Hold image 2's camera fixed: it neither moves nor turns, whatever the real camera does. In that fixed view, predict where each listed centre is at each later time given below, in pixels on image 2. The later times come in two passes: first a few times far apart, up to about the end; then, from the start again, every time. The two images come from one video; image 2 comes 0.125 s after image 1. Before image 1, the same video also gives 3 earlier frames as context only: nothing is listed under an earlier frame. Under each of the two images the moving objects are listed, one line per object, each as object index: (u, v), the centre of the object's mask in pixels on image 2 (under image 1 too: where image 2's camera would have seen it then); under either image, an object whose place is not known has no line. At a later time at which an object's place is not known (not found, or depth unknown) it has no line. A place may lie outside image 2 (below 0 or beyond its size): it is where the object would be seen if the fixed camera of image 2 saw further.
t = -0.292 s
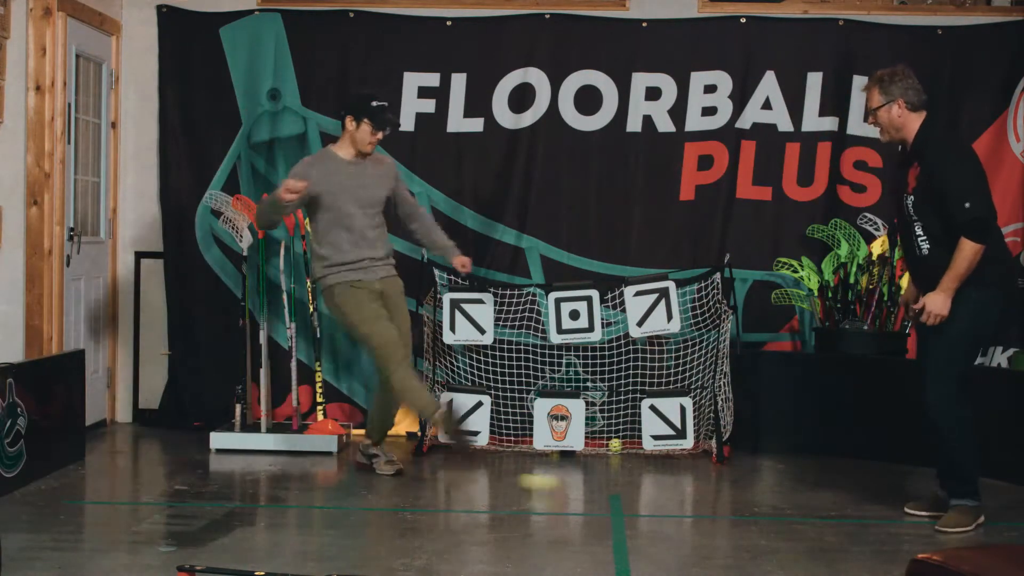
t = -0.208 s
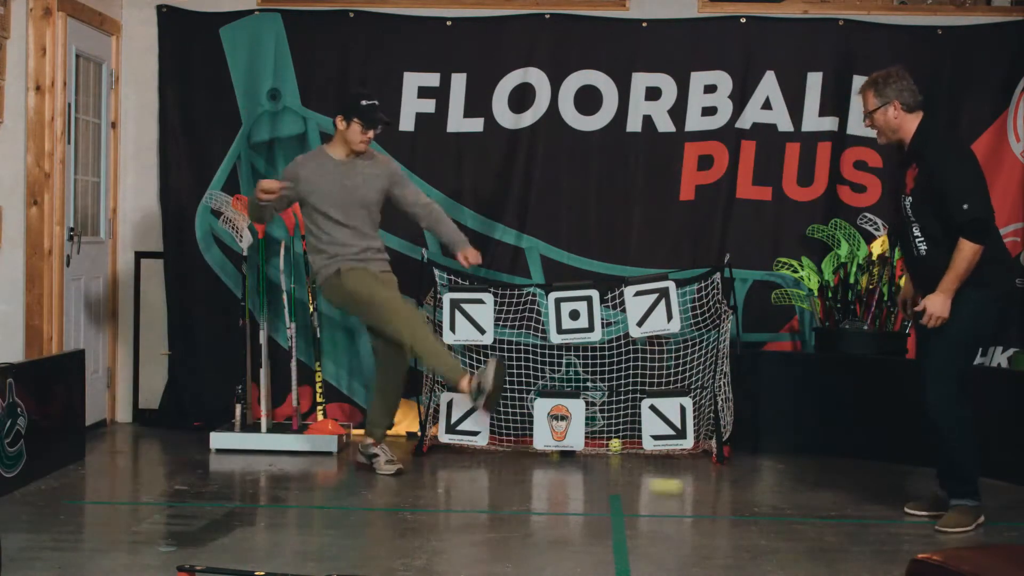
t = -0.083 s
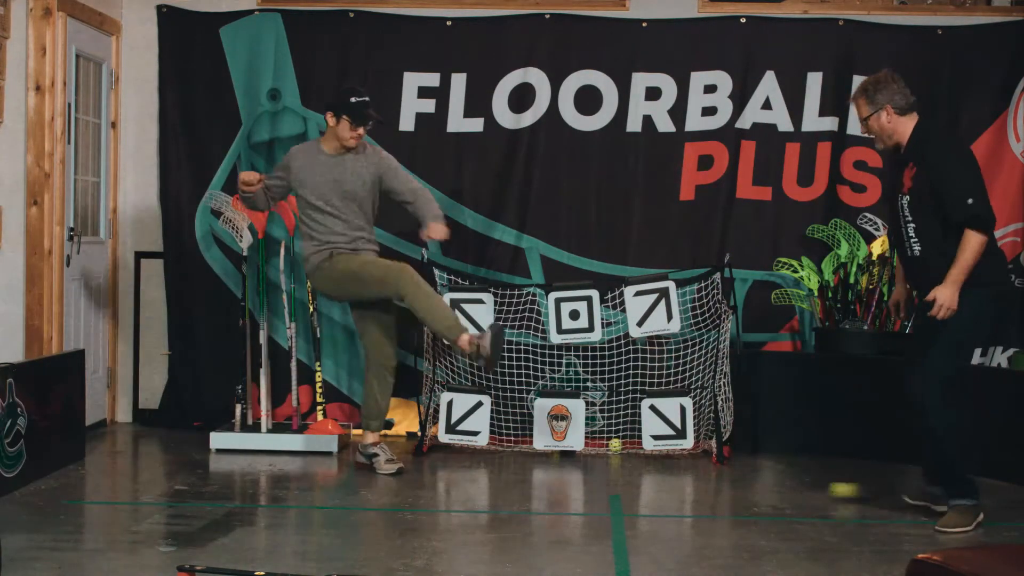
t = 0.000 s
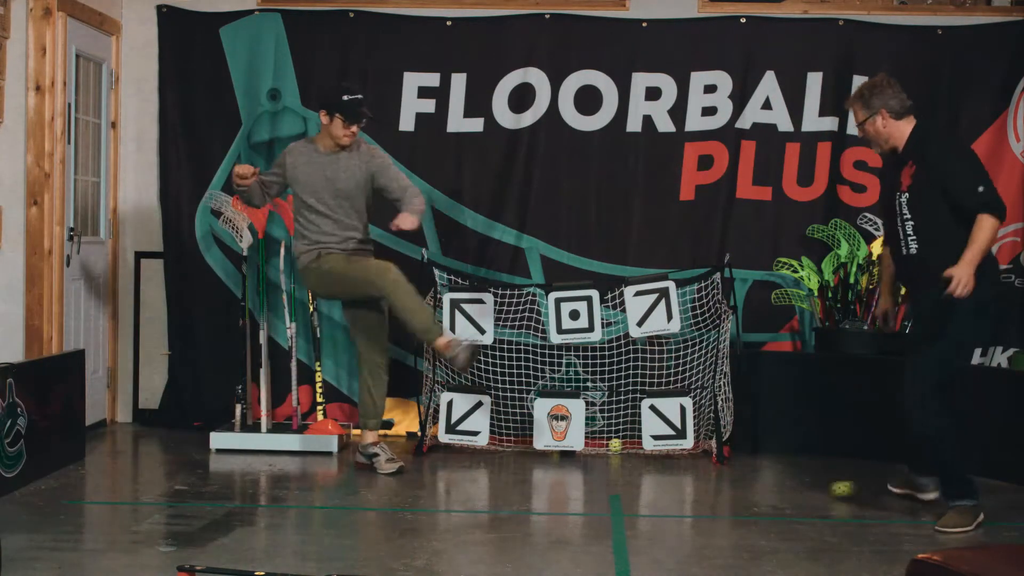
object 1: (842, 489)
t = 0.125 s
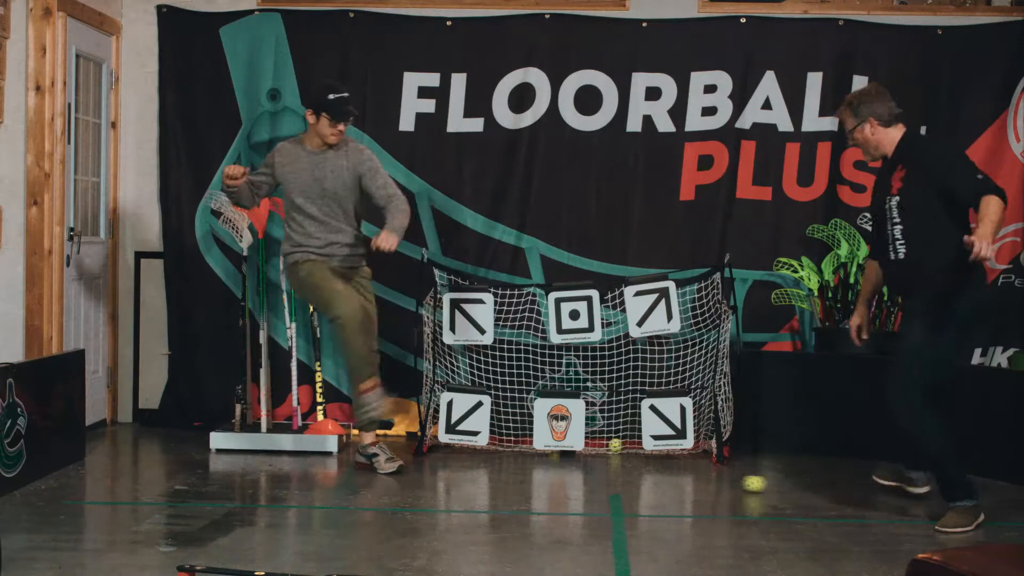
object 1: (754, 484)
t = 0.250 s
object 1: (677, 479)
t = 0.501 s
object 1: (563, 470)
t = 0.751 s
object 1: (469, 458)
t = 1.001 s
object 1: (382, 455)
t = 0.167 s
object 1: (727, 482)
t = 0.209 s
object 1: (703, 481)
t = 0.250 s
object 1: (677, 479)
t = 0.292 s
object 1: (654, 477)
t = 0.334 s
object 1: (633, 476)
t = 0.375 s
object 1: (615, 475)
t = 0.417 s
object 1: (597, 473)
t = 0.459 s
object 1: (580, 472)
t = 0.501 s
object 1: (563, 470)
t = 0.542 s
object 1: (546, 468)
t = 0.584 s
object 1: (529, 467)
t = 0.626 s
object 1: (513, 463)
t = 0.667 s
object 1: (499, 462)
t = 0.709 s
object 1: (484, 462)
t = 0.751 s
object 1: (469, 458)
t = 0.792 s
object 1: (454, 458)
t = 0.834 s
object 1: (440, 459)
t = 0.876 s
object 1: (425, 458)
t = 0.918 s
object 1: (410, 457)
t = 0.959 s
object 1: (396, 456)
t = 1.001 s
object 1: (382, 455)
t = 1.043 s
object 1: (368, 454)
